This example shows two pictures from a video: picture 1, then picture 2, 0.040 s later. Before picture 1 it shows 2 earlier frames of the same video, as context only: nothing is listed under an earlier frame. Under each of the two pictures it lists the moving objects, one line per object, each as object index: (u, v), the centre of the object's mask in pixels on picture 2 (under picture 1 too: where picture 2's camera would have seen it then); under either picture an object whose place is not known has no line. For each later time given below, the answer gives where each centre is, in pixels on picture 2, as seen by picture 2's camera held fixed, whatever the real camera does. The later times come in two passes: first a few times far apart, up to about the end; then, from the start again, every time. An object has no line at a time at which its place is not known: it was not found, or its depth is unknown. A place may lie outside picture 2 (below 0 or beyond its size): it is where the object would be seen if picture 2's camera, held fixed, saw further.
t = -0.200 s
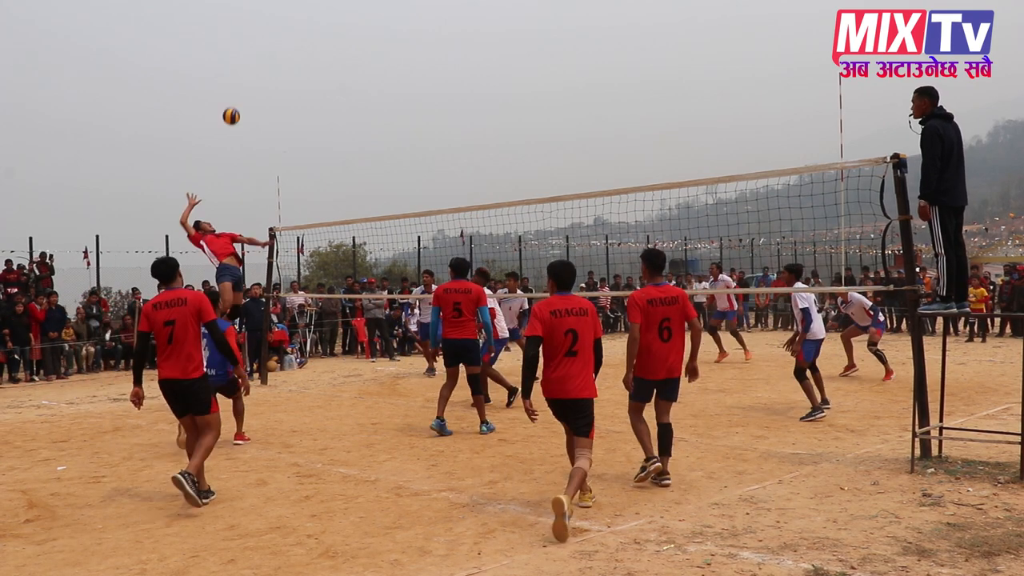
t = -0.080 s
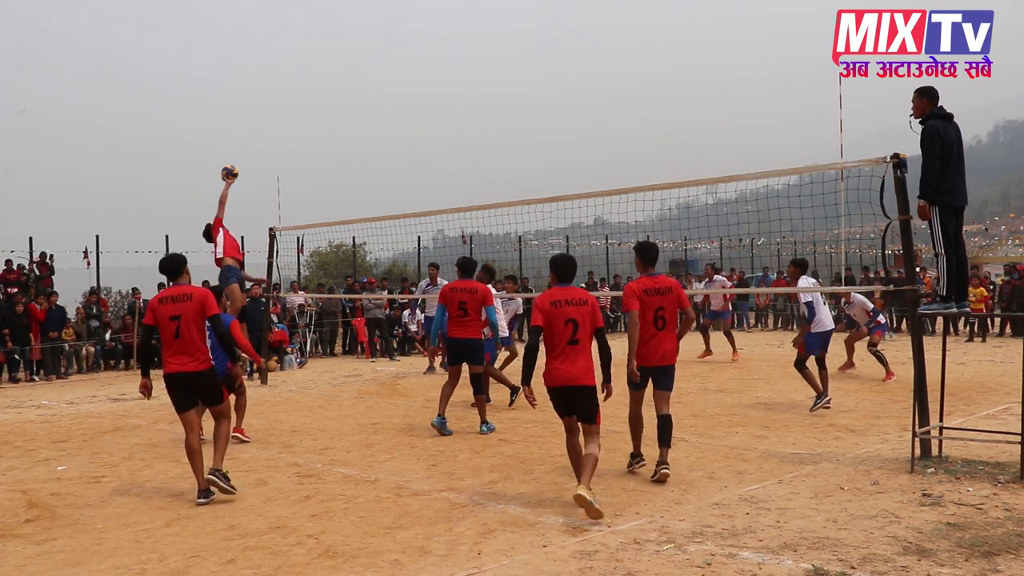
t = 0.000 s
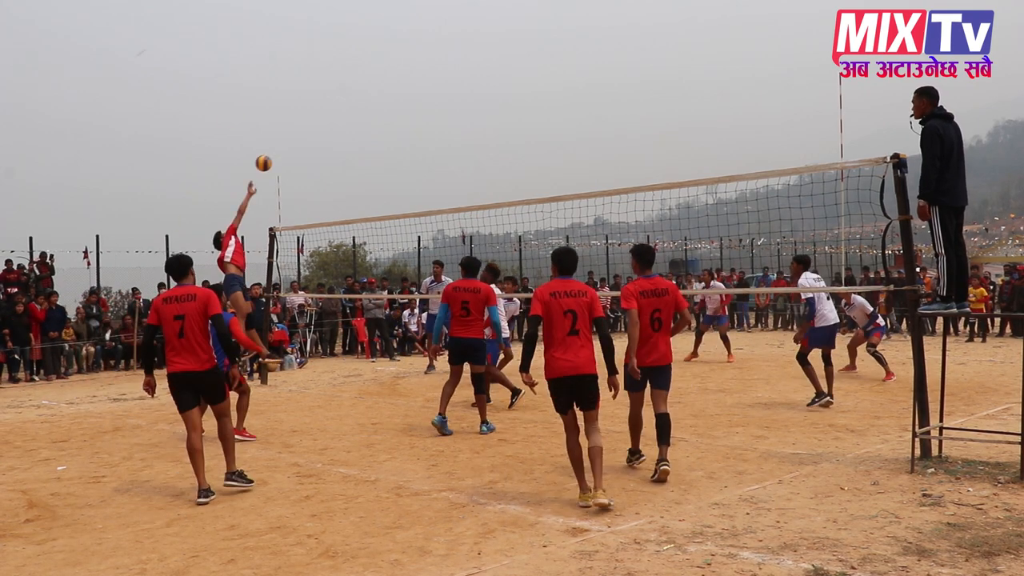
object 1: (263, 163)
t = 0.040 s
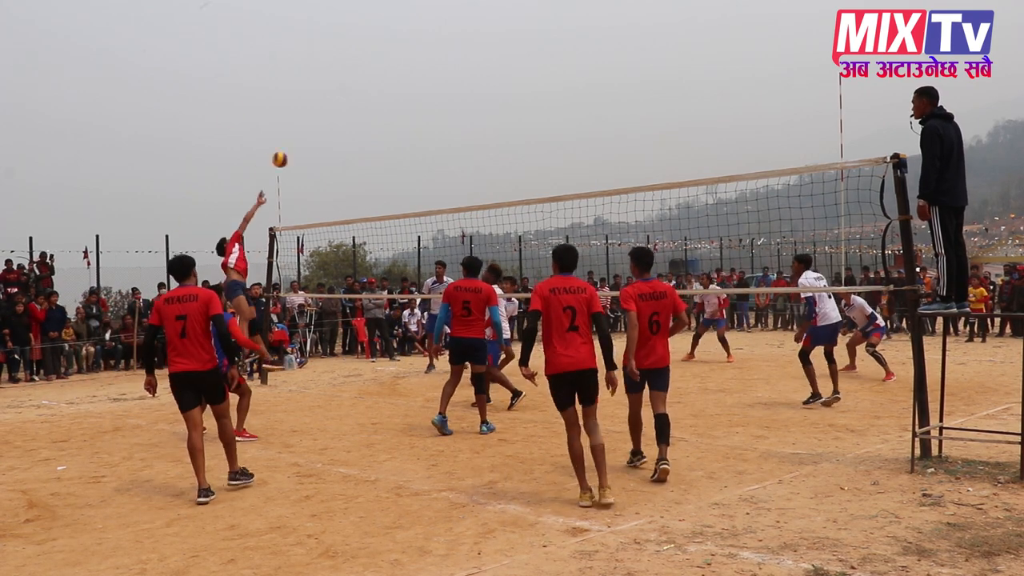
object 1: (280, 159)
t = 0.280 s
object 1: (371, 164)
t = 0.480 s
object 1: (437, 198)
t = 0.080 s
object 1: (296, 157)
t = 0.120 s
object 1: (312, 156)
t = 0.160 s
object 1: (328, 157)
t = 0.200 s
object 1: (343, 158)
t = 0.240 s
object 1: (357, 161)
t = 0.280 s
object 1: (371, 164)
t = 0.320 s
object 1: (385, 169)
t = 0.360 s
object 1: (399, 175)
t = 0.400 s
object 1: (412, 181)
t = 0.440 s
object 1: (425, 189)
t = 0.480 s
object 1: (437, 198)
